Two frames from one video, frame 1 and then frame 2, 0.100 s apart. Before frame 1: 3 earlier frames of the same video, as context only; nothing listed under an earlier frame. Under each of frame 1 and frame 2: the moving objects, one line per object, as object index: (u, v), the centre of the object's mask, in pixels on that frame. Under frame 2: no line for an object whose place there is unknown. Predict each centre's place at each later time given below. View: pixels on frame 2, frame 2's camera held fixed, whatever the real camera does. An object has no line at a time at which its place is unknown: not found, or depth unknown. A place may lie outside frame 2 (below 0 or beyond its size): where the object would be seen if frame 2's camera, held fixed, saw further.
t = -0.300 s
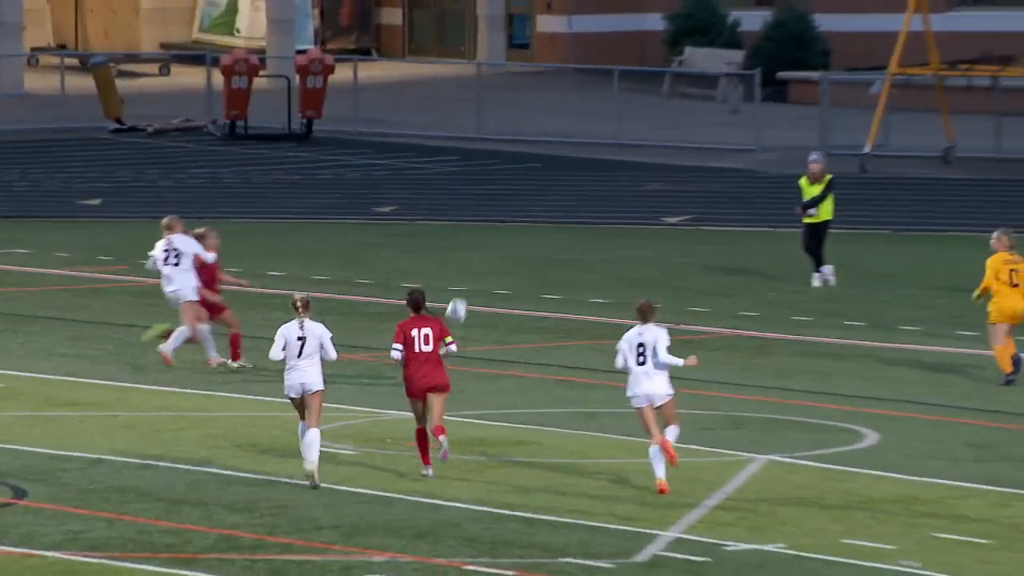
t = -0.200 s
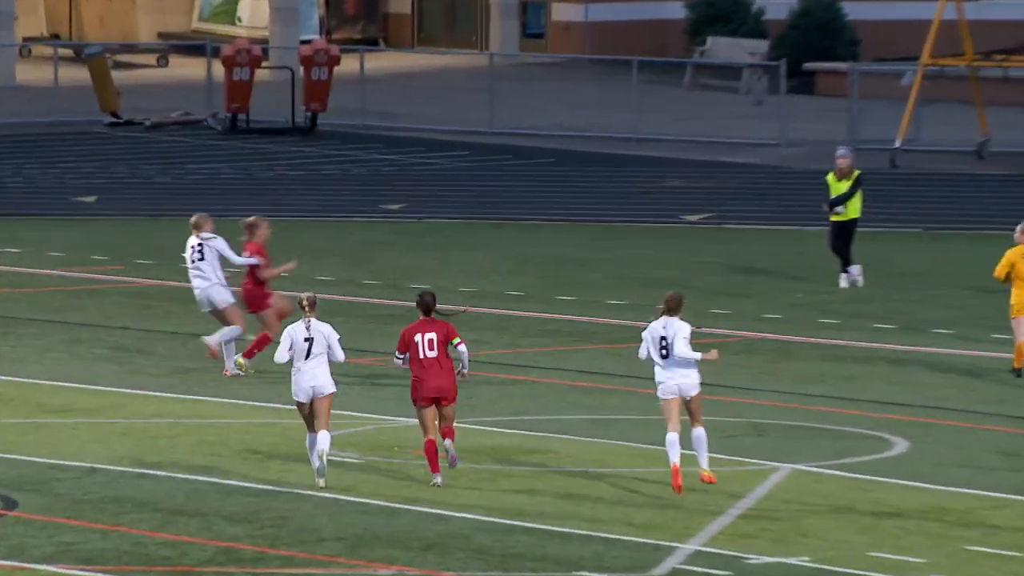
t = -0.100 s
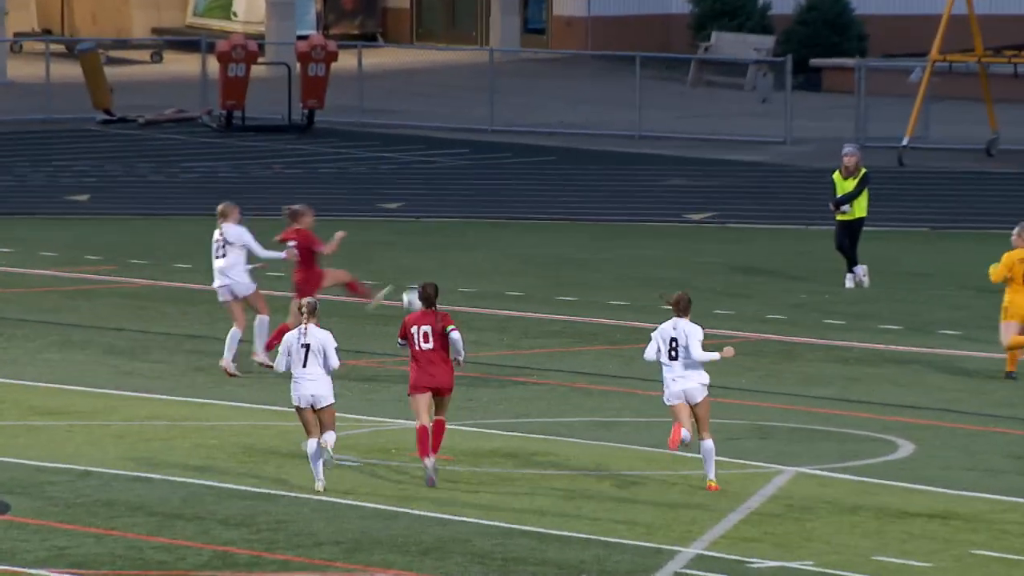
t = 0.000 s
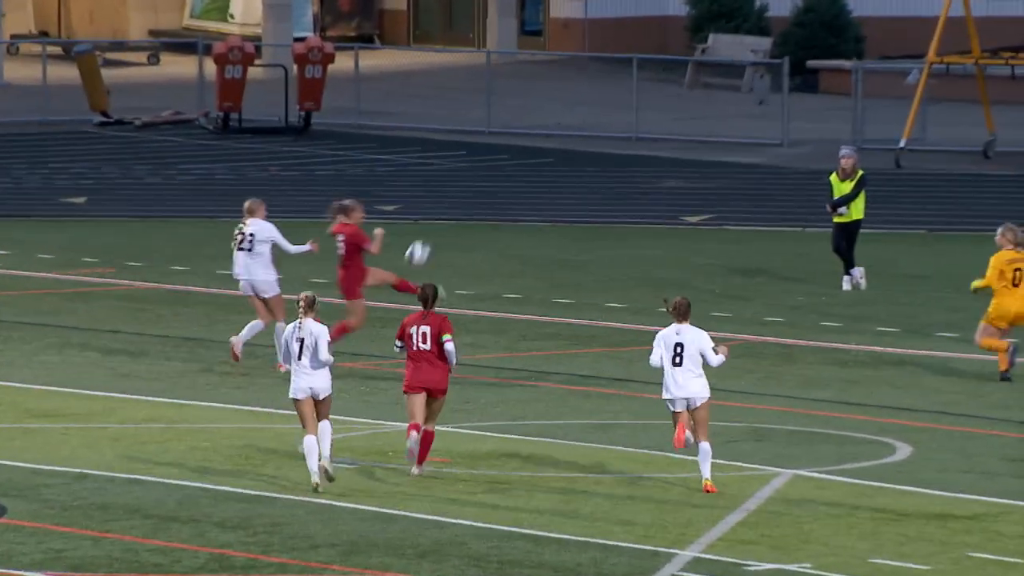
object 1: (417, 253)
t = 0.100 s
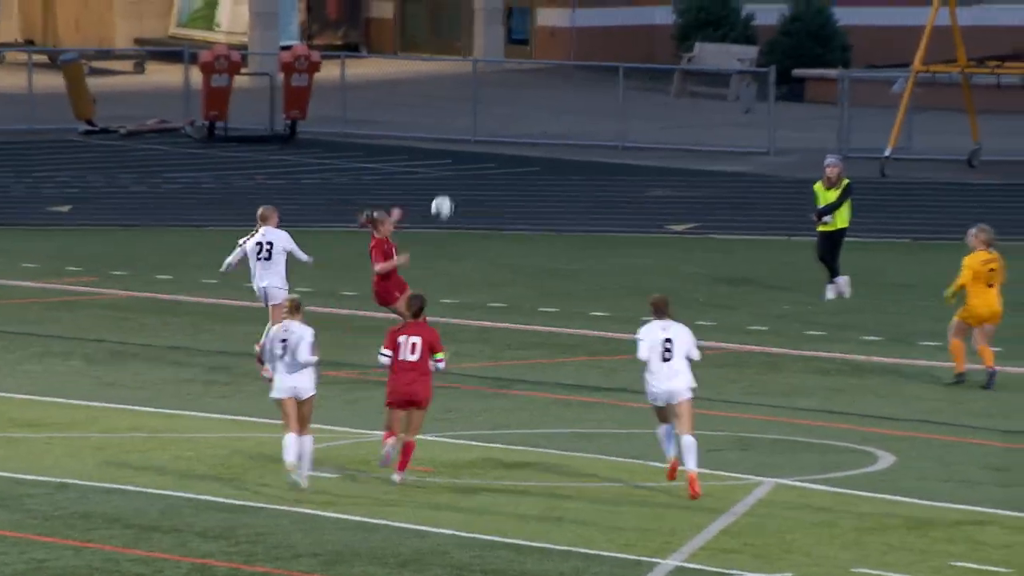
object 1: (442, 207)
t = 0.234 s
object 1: (487, 146)
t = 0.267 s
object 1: (502, 132)
